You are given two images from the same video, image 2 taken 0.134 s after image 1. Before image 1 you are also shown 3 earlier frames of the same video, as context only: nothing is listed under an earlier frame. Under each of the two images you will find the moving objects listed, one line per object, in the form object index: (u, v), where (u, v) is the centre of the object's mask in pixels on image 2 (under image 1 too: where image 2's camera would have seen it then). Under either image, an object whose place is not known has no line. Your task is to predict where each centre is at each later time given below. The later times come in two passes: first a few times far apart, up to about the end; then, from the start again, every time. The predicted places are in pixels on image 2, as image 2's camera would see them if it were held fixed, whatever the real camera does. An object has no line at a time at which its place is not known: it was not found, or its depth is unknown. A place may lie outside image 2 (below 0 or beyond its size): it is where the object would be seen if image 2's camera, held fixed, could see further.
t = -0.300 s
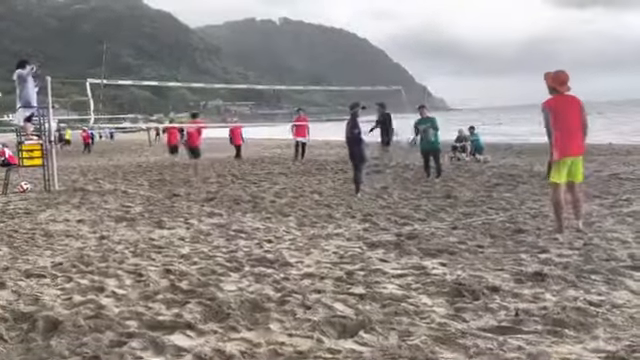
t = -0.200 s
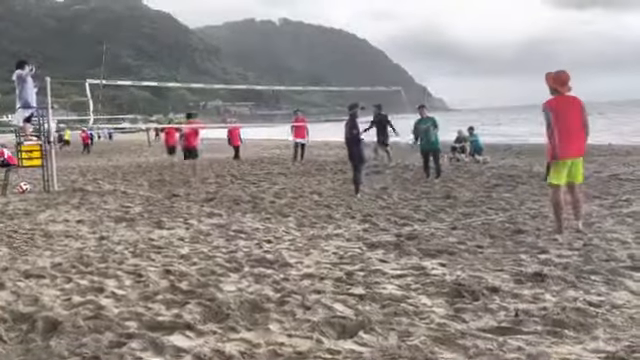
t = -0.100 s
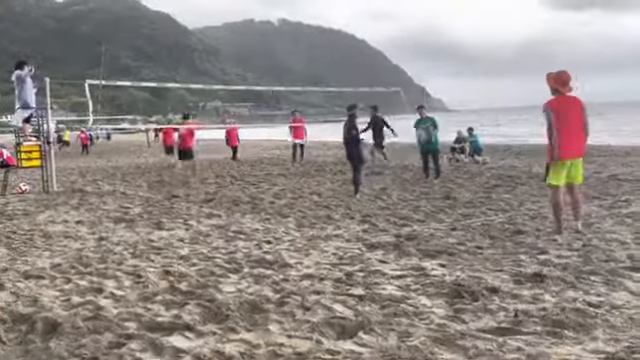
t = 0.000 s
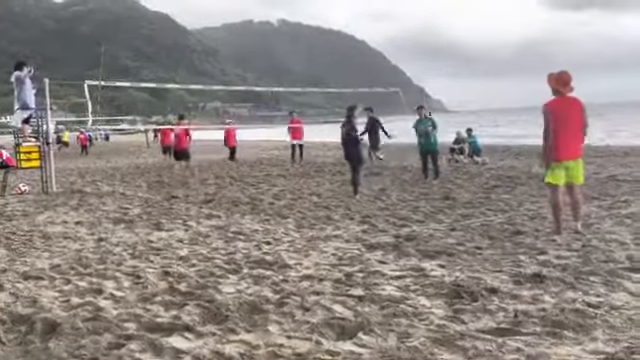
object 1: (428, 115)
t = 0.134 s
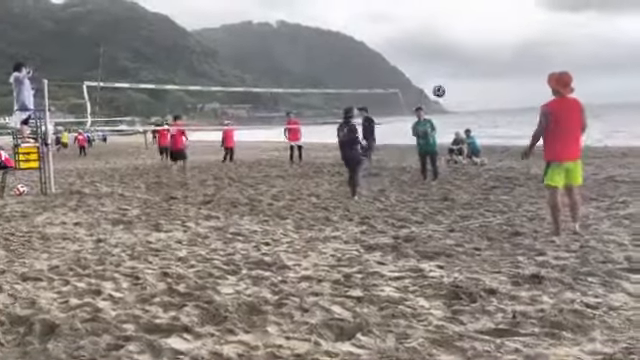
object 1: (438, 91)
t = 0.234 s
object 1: (449, 77)
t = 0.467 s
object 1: (478, 67)
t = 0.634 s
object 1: (504, 82)
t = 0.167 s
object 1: (441, 85)
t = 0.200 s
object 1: (445, 81)
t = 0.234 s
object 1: (449, 77)
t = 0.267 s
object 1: (452, 74)
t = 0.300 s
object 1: (456, 71)
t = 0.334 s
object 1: (461, 69)
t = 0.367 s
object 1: (465, 67)
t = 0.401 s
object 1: (469, 66)
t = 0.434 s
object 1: (473, 66)
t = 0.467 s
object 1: (478, 67)
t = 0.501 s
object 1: (483, 68)
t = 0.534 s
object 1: (488, 69)
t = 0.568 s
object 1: (493, 72)
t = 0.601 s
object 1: (498, 77)
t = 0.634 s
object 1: (504, 82)
